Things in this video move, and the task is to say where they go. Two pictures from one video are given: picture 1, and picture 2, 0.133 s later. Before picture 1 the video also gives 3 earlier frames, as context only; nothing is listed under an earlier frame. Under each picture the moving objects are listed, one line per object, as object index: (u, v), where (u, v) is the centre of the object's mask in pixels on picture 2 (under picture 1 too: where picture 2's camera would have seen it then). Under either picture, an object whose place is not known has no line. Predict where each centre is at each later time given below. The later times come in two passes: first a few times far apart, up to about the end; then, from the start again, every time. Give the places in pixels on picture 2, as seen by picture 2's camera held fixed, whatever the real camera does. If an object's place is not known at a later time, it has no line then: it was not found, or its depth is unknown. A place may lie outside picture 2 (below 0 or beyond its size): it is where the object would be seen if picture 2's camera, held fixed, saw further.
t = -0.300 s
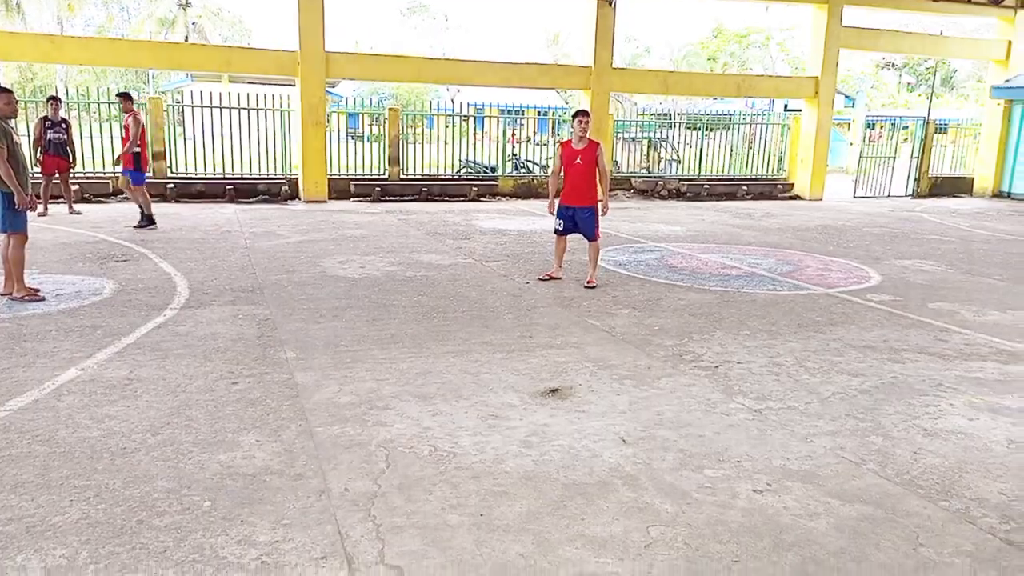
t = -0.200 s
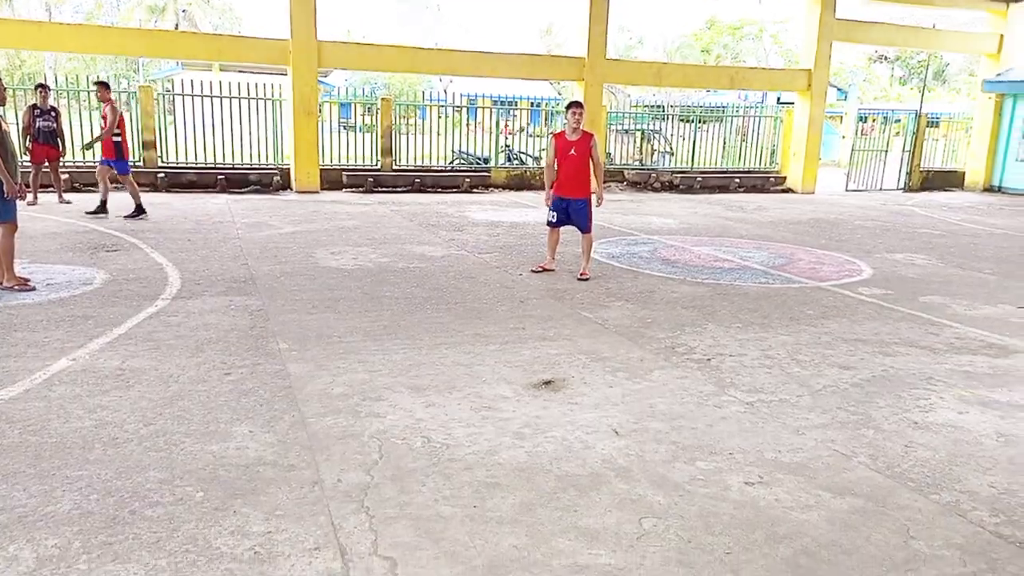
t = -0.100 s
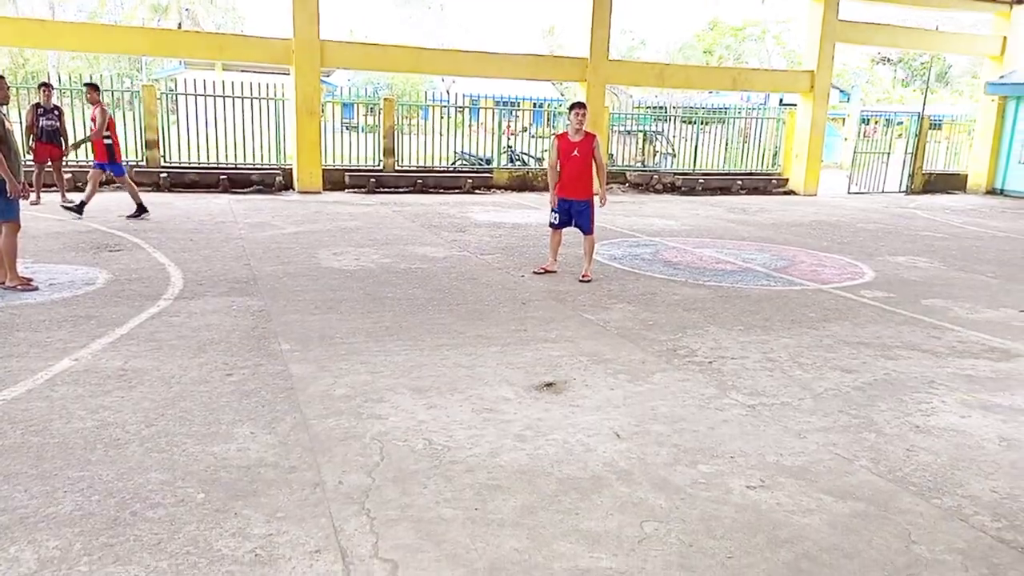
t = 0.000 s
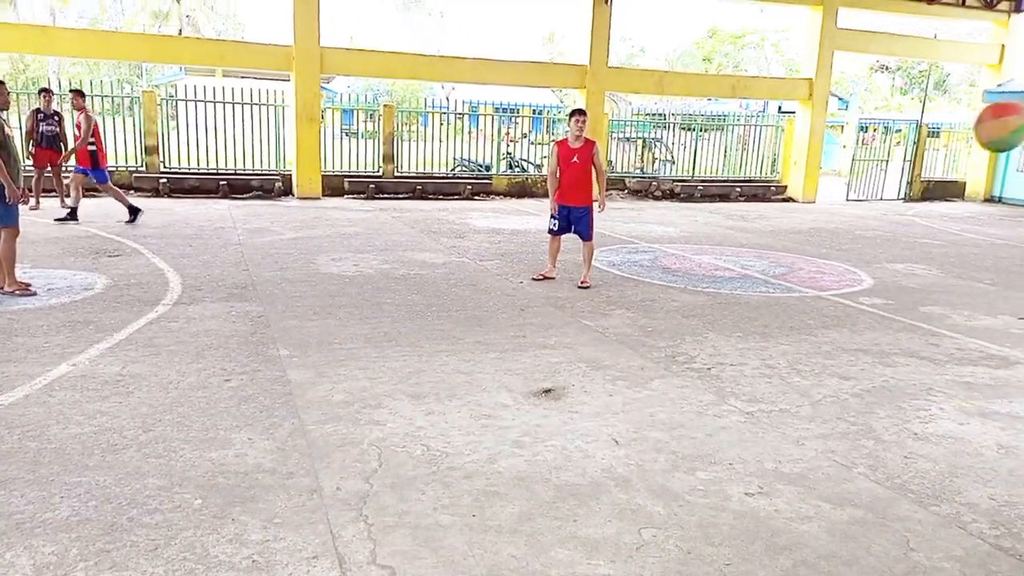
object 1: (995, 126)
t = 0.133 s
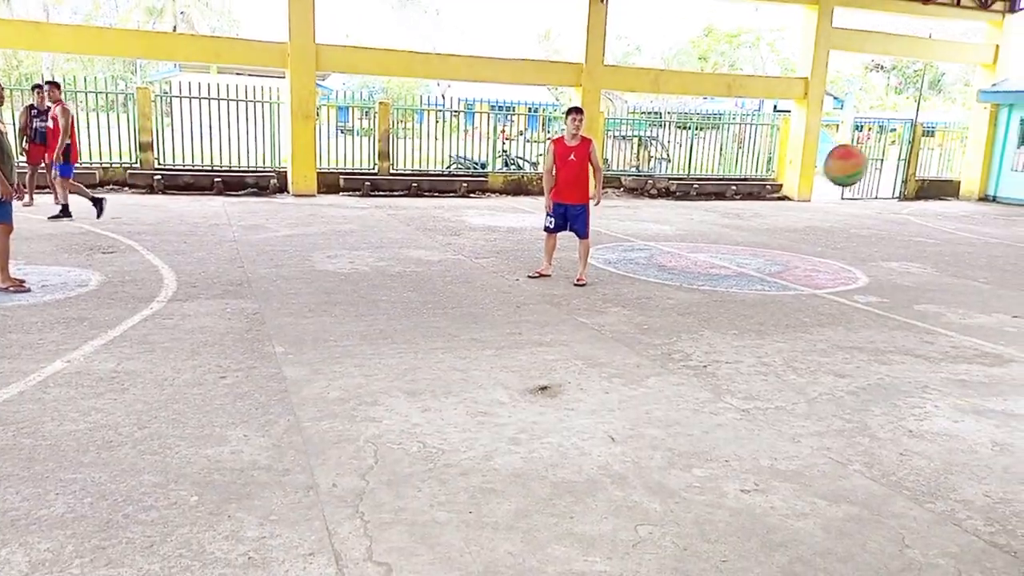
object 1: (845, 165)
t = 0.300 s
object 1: (715, 237)
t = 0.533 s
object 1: (624, 251)
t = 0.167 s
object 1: (815, 178)
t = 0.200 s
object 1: (786, 192)
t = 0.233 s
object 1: (761, 206)
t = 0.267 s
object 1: (737, 221)
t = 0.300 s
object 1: (715, 237)
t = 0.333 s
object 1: (695, 252)
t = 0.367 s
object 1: (675, 269)
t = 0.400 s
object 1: (657, 285)
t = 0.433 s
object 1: (641, 303)
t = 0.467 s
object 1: (634, 290)
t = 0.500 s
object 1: (628, 270)
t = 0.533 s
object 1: (624, 251)
